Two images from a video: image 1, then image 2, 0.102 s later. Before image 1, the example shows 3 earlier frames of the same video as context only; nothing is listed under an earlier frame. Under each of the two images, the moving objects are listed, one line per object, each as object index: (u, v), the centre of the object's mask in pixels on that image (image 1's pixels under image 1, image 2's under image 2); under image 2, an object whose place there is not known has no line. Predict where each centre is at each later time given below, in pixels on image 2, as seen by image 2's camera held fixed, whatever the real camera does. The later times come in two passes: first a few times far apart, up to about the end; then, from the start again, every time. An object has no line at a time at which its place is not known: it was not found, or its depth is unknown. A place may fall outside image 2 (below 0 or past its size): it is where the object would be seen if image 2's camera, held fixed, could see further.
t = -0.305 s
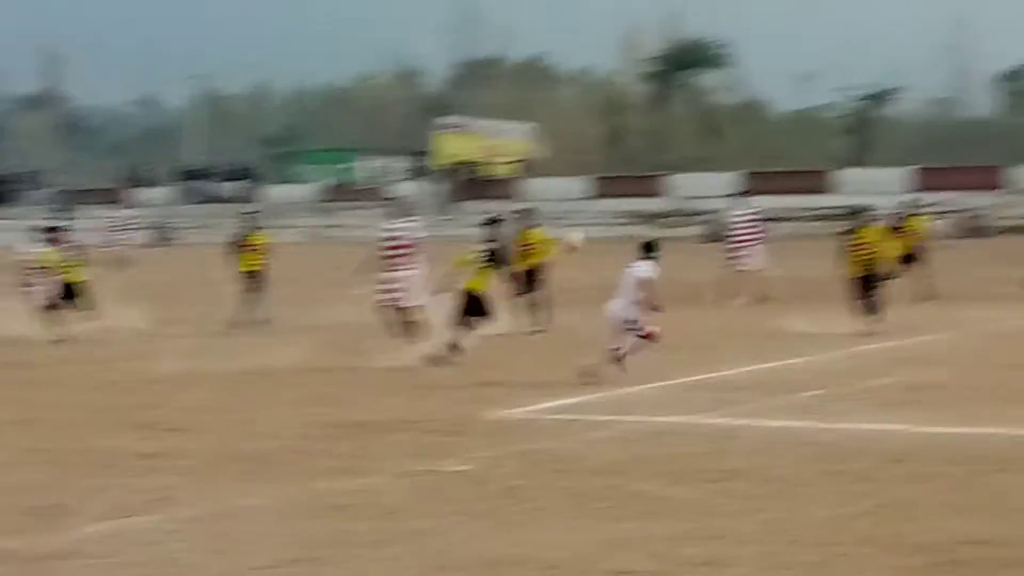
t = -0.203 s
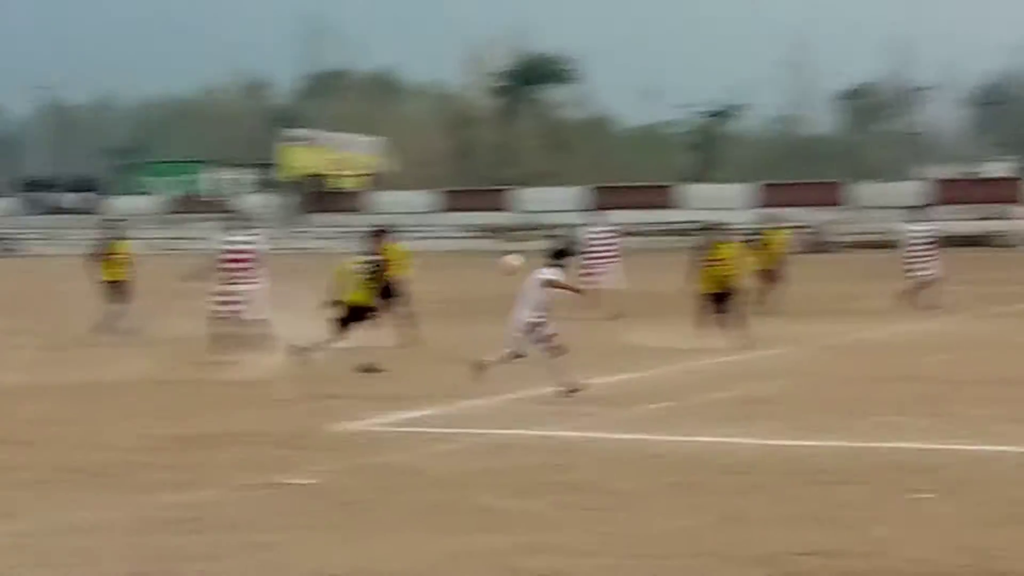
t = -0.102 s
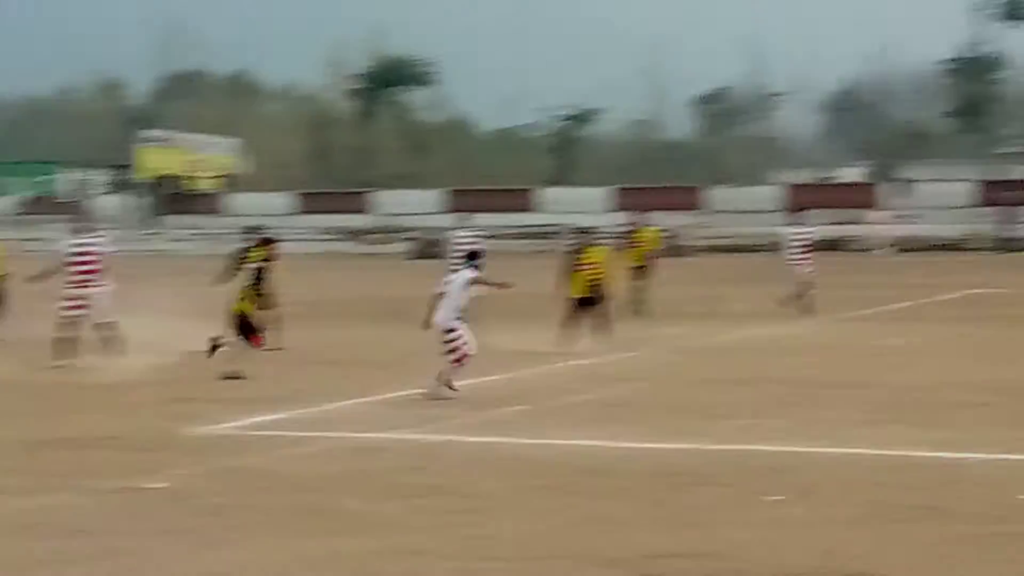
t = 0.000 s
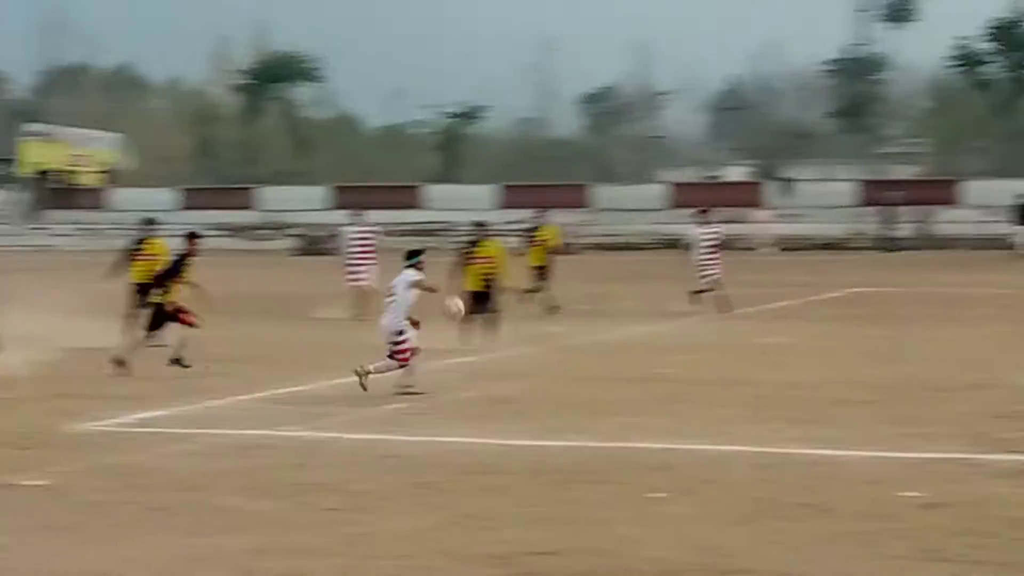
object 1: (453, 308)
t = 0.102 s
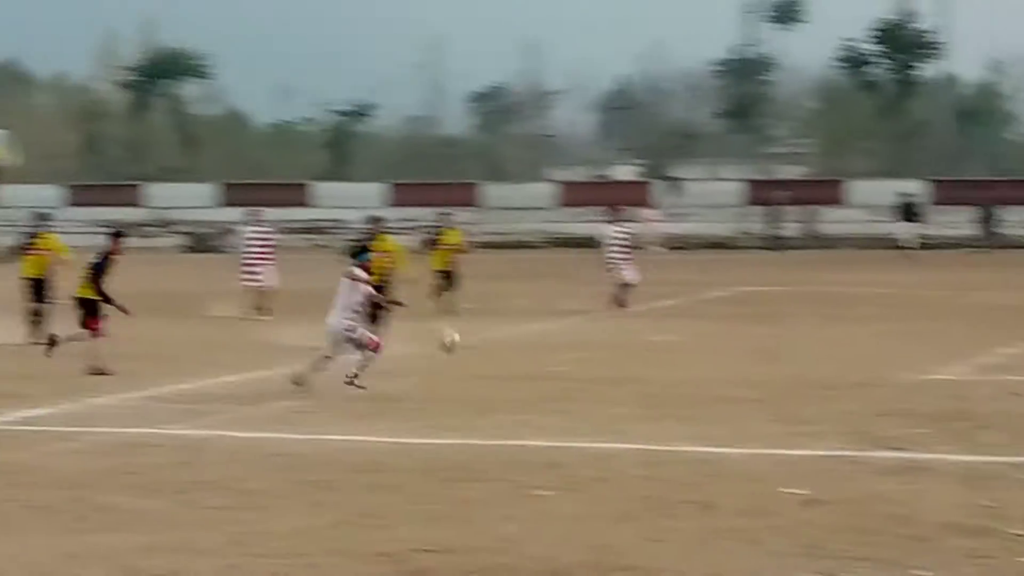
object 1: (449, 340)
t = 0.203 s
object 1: (562, 385)
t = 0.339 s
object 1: (689, 377)
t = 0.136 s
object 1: (486, 355)
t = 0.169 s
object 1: (525, 370)
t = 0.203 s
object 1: (562, 385)
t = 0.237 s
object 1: (601, 400)
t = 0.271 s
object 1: (631, 393)
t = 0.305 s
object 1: (660, 384)
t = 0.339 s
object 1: (689, 377)
